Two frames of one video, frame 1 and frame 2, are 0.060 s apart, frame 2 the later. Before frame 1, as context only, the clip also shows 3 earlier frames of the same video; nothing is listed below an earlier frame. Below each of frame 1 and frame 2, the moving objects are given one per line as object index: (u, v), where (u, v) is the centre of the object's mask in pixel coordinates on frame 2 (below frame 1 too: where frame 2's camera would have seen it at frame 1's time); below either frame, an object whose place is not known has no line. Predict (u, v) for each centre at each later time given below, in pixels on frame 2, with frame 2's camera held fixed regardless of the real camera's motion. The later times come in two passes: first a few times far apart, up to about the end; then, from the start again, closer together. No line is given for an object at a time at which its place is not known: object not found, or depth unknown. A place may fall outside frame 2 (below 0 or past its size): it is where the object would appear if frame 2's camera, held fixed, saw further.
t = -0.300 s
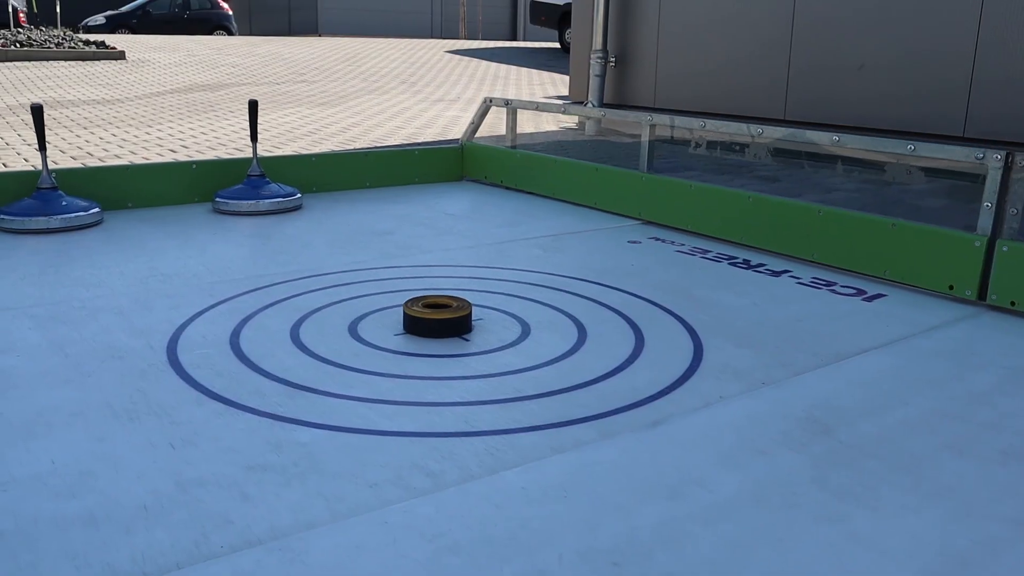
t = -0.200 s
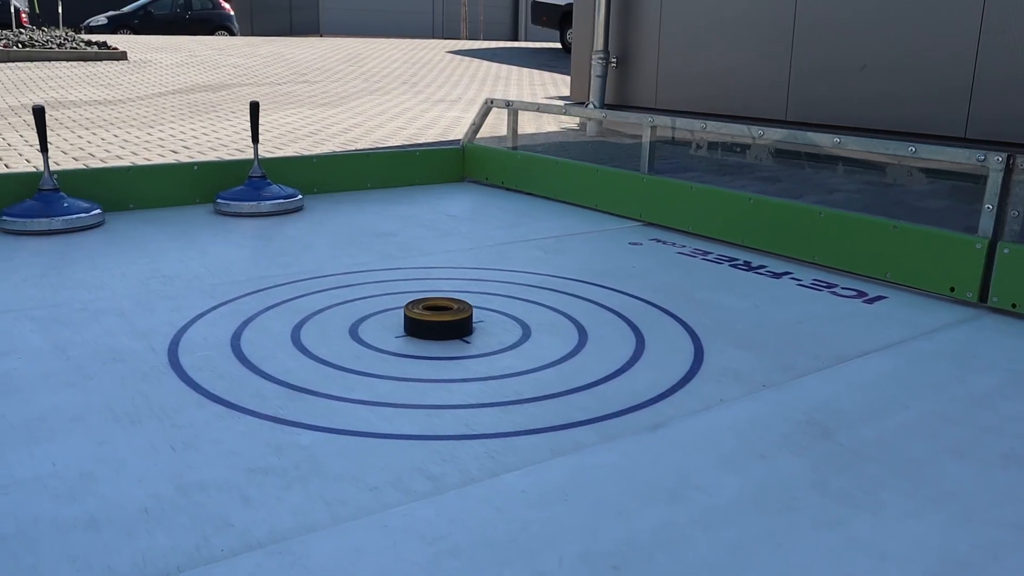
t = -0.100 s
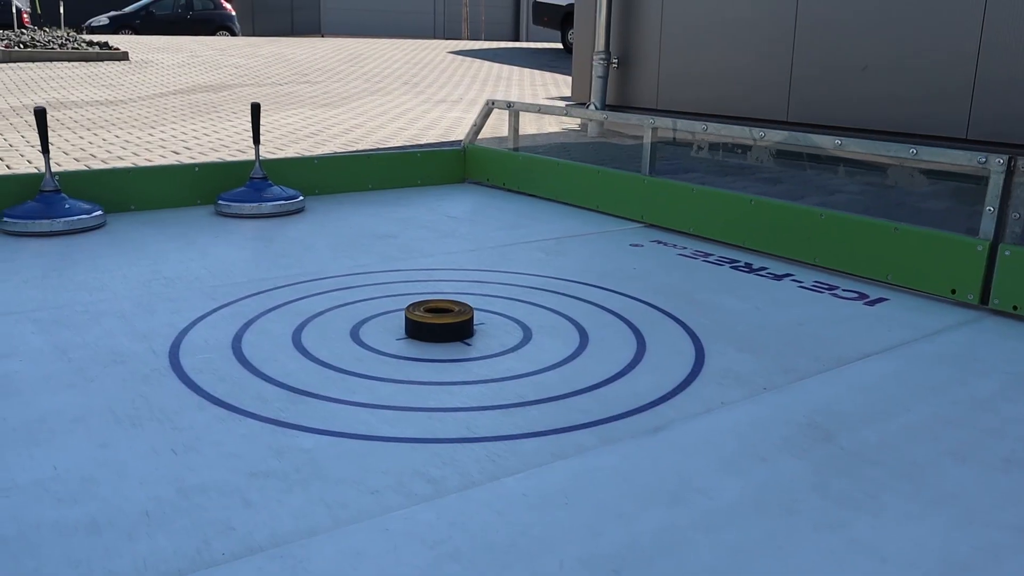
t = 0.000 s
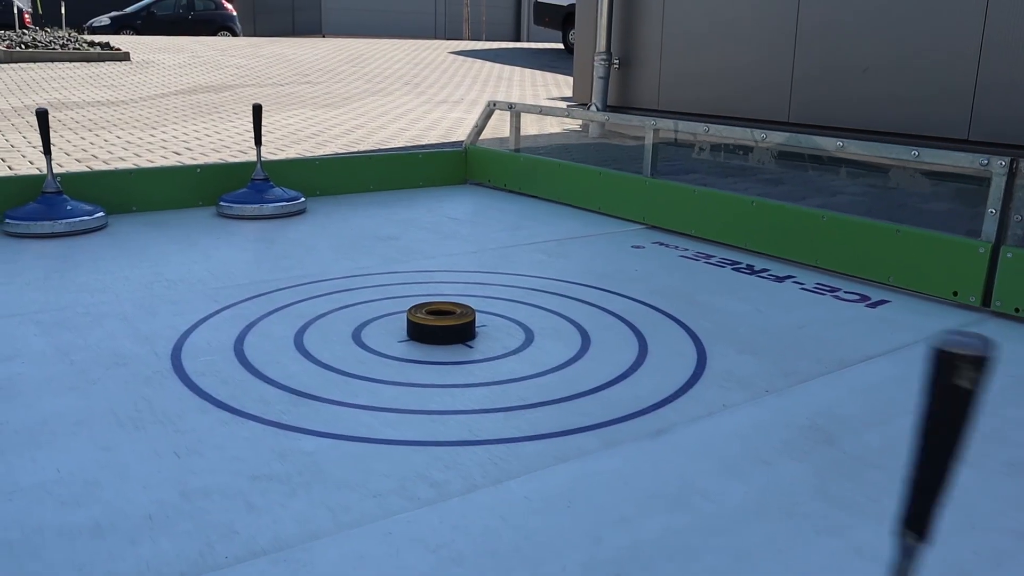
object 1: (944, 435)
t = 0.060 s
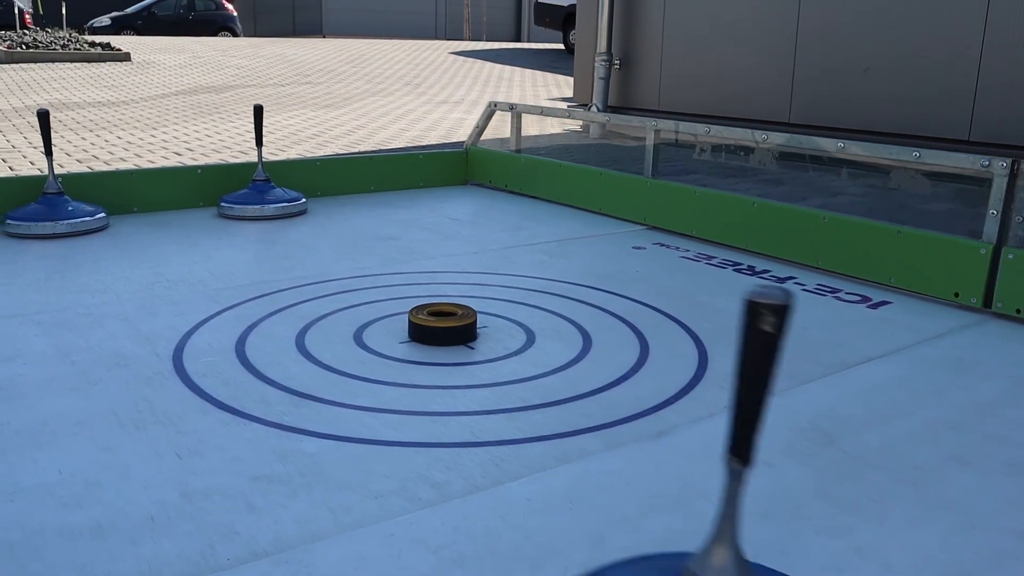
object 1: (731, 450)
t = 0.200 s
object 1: (496, 487)
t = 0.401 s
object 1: (353, 408)
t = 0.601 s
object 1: (290, 365)
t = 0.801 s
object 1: (271, 352)
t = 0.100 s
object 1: (634, 488)
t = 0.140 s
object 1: (570, 494)
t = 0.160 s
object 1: (543, 492)
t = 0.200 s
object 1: (496, 487)
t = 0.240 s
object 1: (457, 477)
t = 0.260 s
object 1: (440, 469)
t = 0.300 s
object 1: (410, 448)
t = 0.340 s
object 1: (385, 430)
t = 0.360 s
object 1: (373, 422)
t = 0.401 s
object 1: (353, 408)
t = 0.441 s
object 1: (336, 396)
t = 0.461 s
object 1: (329, 390)
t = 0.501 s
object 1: (315, 381)
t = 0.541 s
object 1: (304, 374)
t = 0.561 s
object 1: (299, 371)
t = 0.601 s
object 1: (290, 365)
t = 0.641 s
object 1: (284, 360)
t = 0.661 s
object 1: (281, 359)
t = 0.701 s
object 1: (276, 355)
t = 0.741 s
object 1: (273, 353)
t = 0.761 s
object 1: (272, 353)
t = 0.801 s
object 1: (271, 352)
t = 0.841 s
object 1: (271, 352)
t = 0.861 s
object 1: (271, 352)
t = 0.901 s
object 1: (271, 352)
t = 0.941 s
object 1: (271, 352)
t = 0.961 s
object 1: (271, 353)
